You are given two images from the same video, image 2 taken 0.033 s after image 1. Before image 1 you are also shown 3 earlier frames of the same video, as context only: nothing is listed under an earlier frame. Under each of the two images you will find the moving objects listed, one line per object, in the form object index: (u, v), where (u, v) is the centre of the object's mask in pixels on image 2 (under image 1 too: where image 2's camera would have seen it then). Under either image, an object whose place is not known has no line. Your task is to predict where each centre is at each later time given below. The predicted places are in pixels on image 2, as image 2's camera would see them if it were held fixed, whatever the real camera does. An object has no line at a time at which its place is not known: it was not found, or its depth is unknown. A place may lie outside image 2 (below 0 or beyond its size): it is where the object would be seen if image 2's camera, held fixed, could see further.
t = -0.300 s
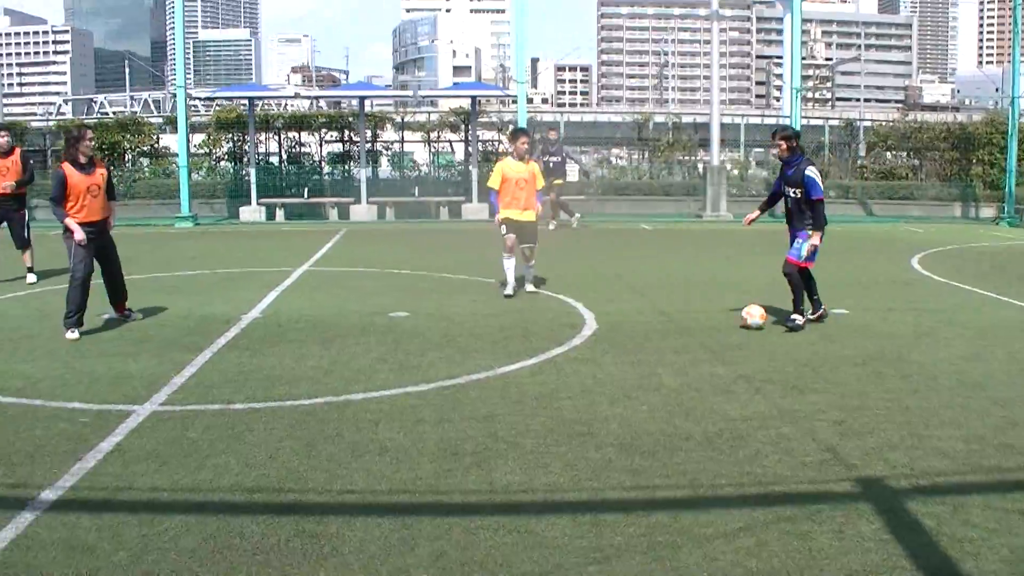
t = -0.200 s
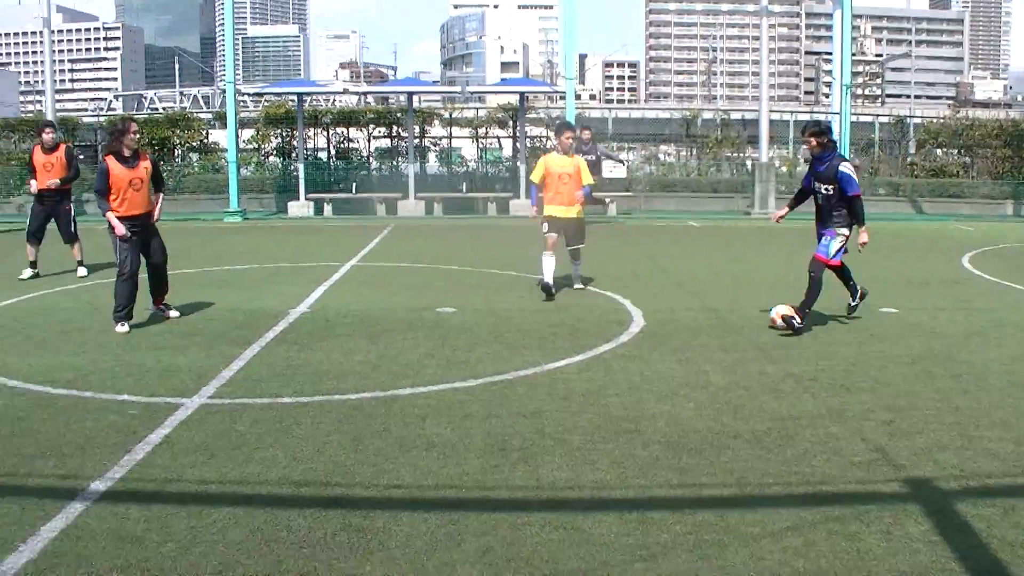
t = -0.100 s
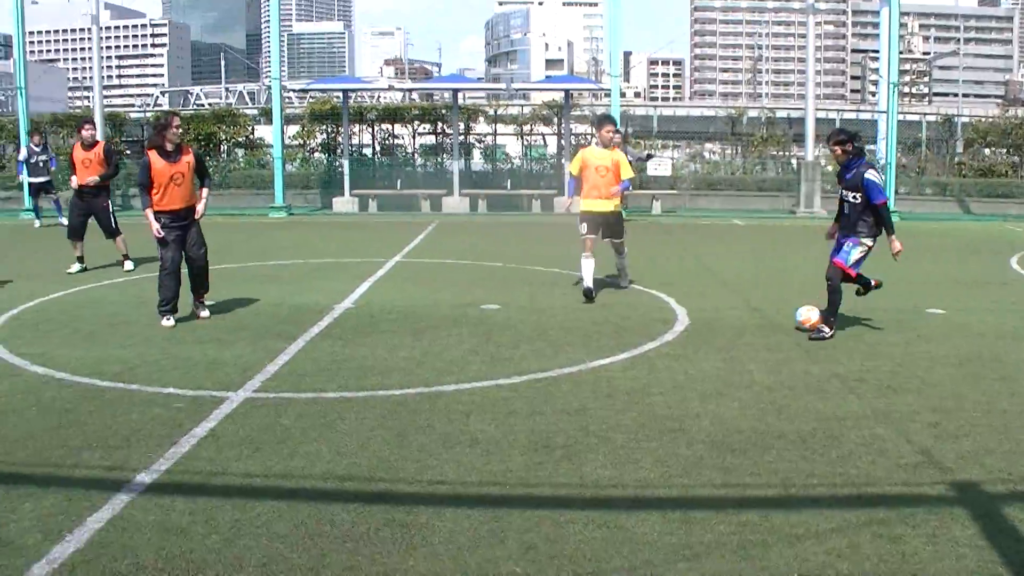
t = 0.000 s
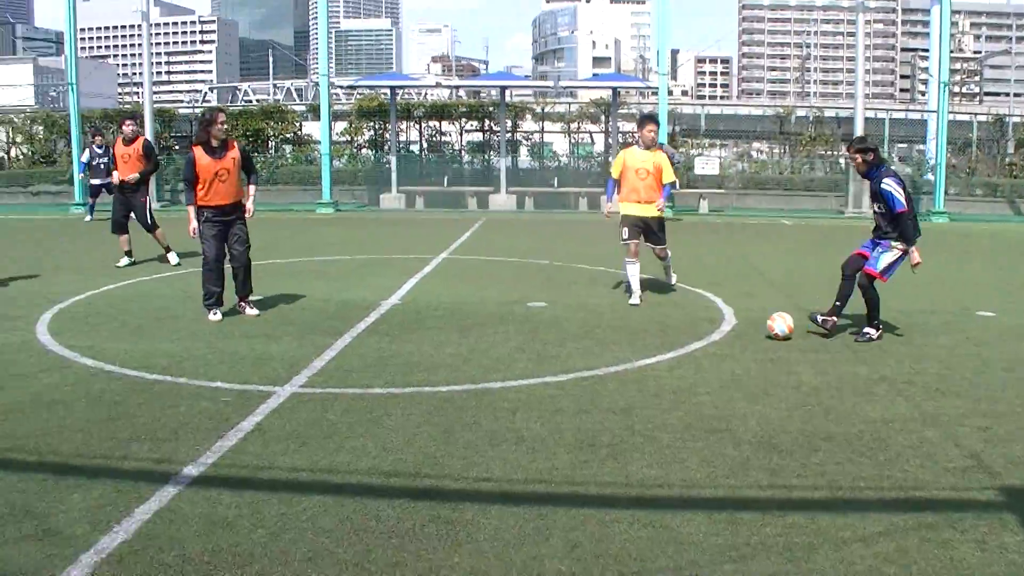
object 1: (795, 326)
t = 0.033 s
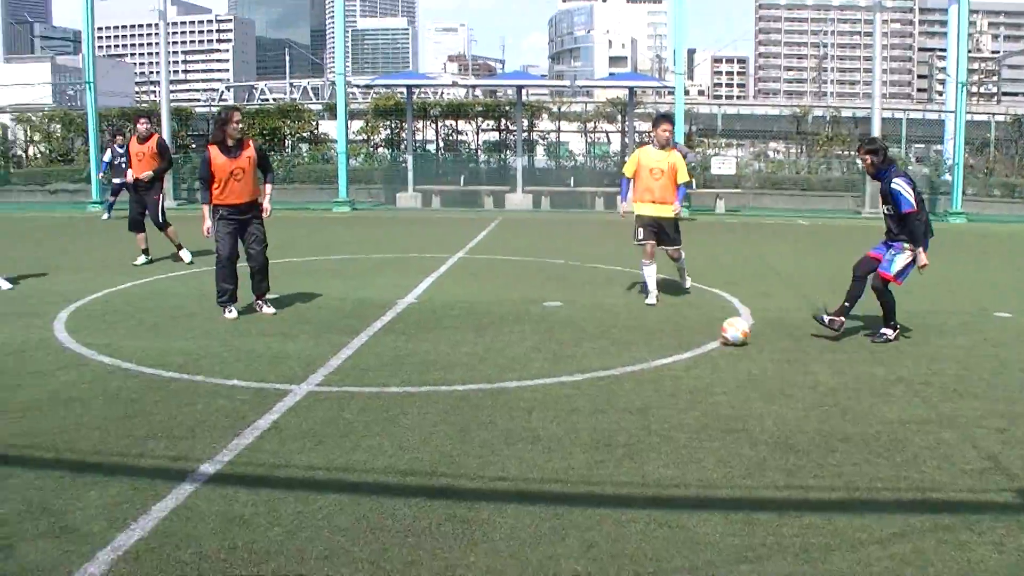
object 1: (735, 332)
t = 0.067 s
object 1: (671, 338)
